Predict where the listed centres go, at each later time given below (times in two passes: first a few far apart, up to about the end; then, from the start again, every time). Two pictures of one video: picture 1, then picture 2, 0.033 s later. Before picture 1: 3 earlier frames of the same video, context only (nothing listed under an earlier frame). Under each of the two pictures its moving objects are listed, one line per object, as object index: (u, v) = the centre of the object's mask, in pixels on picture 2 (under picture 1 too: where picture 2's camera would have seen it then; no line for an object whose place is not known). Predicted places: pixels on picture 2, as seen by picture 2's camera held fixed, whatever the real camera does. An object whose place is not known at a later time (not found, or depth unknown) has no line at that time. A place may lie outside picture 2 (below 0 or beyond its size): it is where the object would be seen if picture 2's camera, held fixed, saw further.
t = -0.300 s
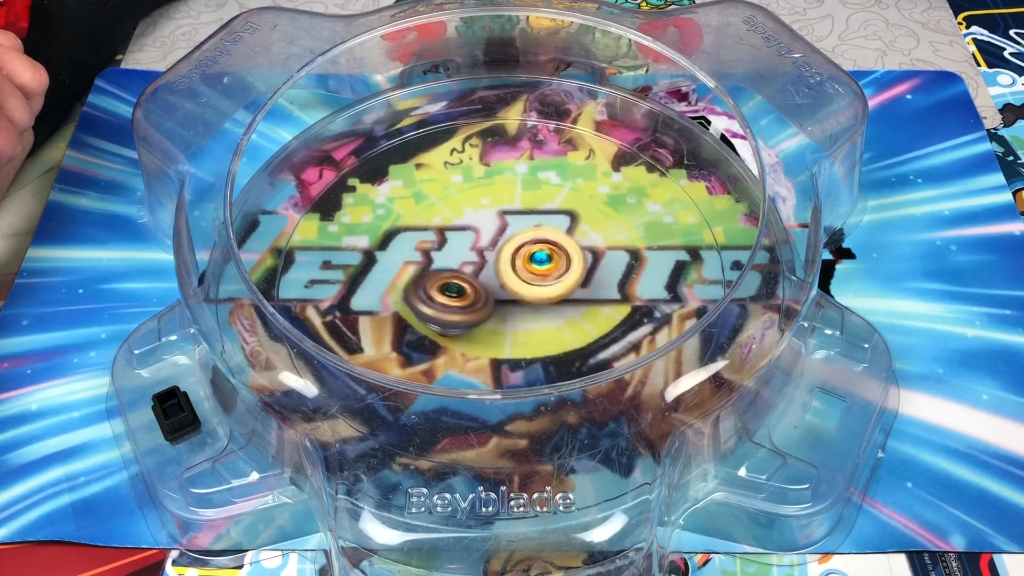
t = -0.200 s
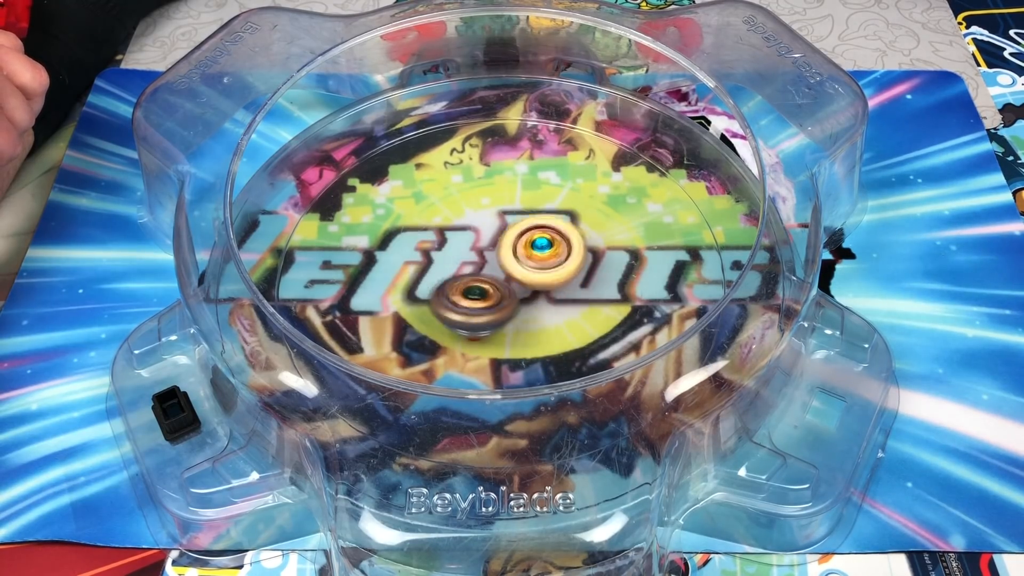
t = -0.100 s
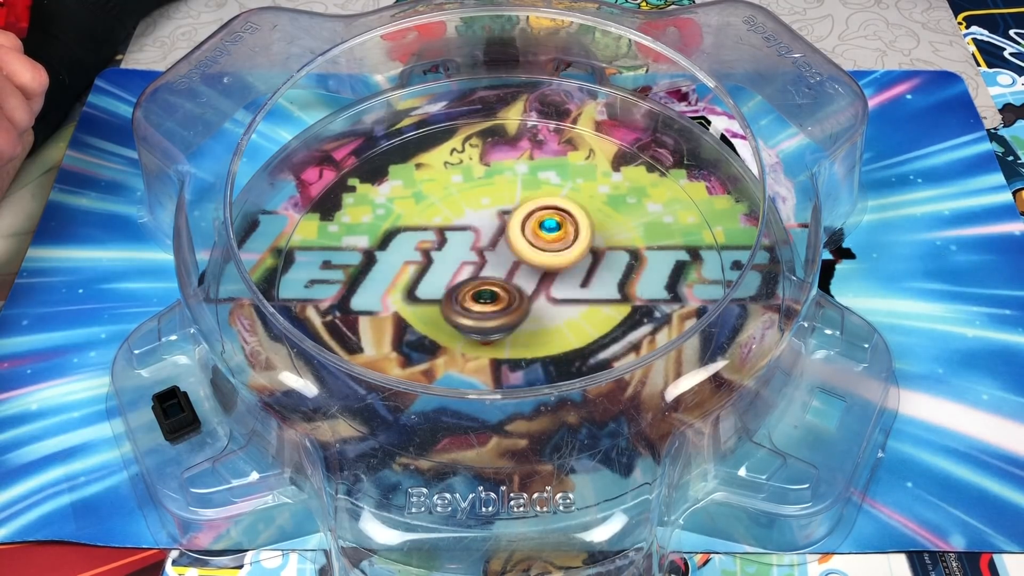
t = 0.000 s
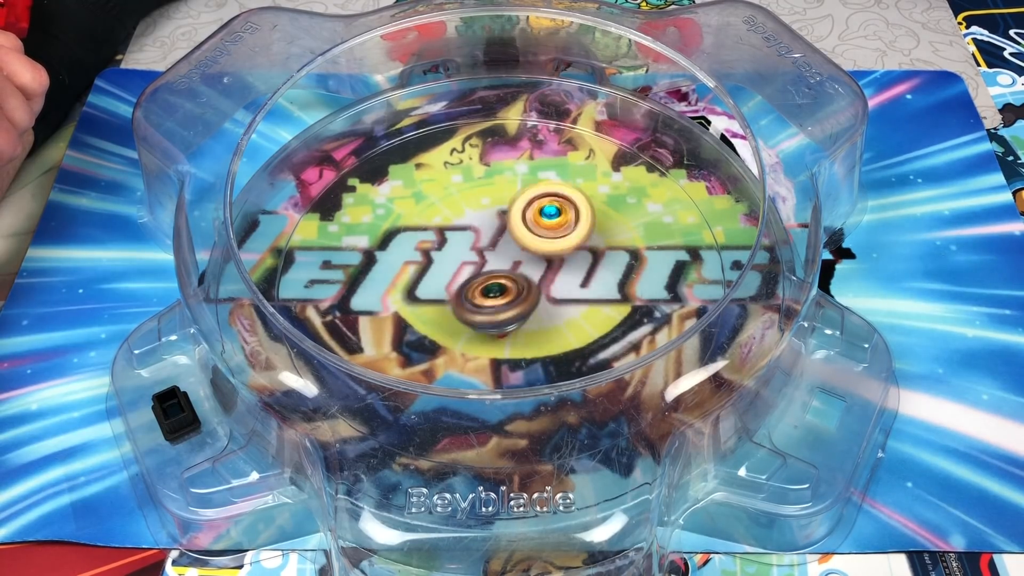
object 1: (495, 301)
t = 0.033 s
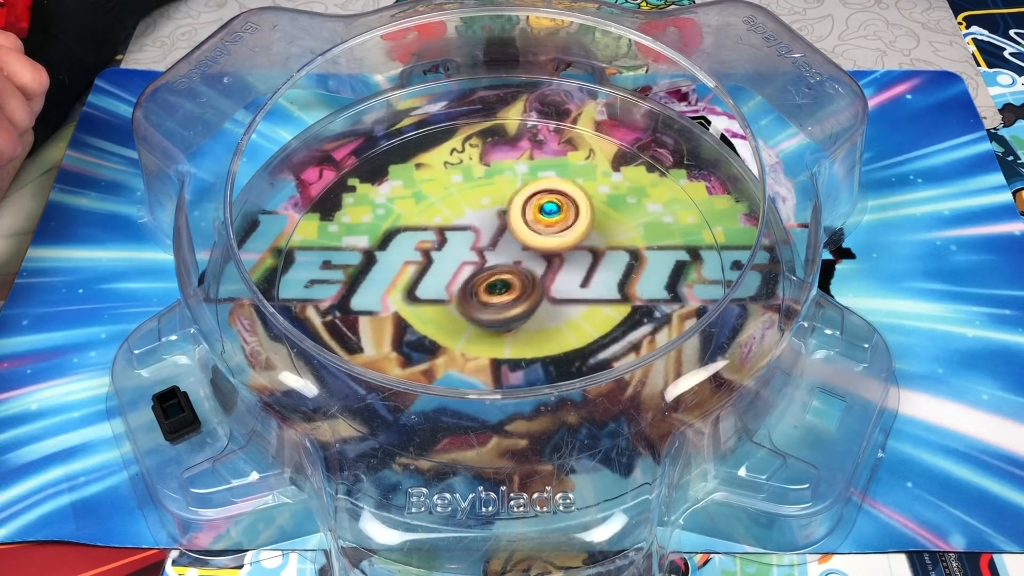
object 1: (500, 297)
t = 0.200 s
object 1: (514, 283)
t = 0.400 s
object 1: (509, 281)
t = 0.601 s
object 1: (490, 309)
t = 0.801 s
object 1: (476, 327)
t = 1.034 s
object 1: (479, 328)
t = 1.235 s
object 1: (482, 321)
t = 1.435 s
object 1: (480, 301)
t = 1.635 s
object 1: (475, 306)
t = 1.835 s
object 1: (474, 303)
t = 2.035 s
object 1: (465, 313)
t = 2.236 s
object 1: (459, 306)
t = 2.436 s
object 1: (441, 307)
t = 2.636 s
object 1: (432, 301)
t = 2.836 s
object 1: (435, 293)
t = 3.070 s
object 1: (437, 289)
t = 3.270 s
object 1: (441, 290)
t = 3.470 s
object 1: (440, 282)
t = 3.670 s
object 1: (437, 276)
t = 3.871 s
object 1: (429, 267)
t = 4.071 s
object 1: (433, 264)
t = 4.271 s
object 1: (435, 265)
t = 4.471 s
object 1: (443, 256)
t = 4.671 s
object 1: (458, 254)
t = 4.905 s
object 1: (449, 248)
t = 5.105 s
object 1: (457, 248)
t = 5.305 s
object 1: (450, 252)
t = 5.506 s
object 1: (458, 251)
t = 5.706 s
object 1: (459, 257)
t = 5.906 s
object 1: (458, 249)
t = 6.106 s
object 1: (463, 244)
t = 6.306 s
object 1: (455, 251)
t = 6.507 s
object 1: (454, 250)
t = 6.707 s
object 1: (465, 248)
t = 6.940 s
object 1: (453, 242)
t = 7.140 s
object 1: (455, 236)
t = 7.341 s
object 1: (490, 243)
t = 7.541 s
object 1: (501, 250)
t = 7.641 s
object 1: (504, 256)
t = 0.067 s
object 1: (504, 293)
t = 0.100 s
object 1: (508, 288)
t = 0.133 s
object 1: (514, 283)
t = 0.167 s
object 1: (515, 282)
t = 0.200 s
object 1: (514, 283)
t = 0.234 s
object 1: (514, 284)
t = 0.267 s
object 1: (513, 283)
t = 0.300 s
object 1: (513, 282)
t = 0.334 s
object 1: (511, 282)
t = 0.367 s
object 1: (511, 281)
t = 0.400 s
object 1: (509, 281)
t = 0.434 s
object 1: (508, 280)
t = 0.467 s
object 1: (507, 280)
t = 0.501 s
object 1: (505, 282)
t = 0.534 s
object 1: (504, 292)
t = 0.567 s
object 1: (497, 301)
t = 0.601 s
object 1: (490, 309)
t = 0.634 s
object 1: (482, 315)
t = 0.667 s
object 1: (478, 319)
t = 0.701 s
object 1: (475, 323)
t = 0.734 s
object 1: (475, 325)
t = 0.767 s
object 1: (475, 326)
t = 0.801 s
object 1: (476, 327)
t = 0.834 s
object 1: (478, 327)
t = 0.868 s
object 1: (478, 327)
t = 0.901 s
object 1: (478, 326)
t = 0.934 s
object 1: (477, 325)
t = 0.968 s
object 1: (478, 325)
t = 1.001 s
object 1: (478, 326)
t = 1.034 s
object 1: (479, 328)
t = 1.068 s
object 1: (482, 332)
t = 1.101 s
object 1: (484, 331)
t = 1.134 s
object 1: (485, 329)
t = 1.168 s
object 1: (483, 328)
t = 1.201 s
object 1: (482, 324)
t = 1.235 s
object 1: (482, 321)
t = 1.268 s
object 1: (480, 316)
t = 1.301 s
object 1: (479, 310)
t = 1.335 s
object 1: (478, 305)
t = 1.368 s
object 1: (478, 303)
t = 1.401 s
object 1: (479, 303)
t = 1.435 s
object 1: (480, 301)
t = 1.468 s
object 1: (479, 299)
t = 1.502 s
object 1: (477, 299)
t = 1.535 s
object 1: (476, 298)
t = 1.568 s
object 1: (476, 299)
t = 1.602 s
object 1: (476, 303)
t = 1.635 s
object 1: (475, 306)
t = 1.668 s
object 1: (476, 307)
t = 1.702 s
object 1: (477, 307)
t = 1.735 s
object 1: (477, 305)
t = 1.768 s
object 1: (477, 304)
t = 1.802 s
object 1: (476, 303)
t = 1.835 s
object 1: (474, 303)
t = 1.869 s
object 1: (473, 303)
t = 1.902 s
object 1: (470, 306)
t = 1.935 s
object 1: (463, 312)
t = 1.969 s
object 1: (461, 315)
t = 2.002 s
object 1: (463, 315)
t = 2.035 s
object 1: (465, 313)
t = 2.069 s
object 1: (464, 310)
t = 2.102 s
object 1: (464, 308)
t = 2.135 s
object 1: (462, 307)
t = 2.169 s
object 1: (461, 307)
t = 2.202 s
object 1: (460, 307)
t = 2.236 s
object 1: (459, 306)
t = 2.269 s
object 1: (460, 306)
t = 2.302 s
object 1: (460, 305)
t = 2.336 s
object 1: (459, 305)
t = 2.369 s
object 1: (454, 307)
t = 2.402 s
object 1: (446, 307)
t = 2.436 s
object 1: (441, 307)
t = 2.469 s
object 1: (437, 306)
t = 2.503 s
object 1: (437, 306)
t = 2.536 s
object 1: (437, 305)
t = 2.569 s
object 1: (438, 303)
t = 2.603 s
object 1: (437, 301)
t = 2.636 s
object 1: (432, 301)
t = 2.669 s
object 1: (430, 299)
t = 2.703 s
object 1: (431, 299)
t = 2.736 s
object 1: (431, 299)
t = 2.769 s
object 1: (432, 297)
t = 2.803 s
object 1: (434, 295)
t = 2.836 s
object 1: (435, 293)
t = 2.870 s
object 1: (437, 292)
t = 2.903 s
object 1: (438, 292)
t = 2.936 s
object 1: (439, 292)
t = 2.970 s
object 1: (438, 290)
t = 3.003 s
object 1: (438, 289)
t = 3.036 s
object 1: (436, 289)
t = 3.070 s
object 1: (437, 289)
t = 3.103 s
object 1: (437, 289)
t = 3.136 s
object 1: (439, 288)
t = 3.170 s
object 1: (441, 286)
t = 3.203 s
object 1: (440, 285)
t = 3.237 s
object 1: (437, 288)
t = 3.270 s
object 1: (441, 290)
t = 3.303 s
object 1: (445, 289)
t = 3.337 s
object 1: (447, 286)
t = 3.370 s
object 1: (445, 284)
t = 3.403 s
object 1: (442, 283)
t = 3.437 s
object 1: (441, 282)
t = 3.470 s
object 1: (440, 282)
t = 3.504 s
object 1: (440, 282)
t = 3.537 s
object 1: (440, 282)
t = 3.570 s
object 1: (440, 280)
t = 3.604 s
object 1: (440, 280)
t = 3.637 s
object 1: (440, 278)
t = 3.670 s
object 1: (437, 276)
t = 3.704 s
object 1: (434, 273)
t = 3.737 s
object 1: (430, 269)
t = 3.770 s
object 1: (428, 269)
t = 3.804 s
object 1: (427, 268)
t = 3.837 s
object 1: (428, 267)
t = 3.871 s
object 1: (429, 267)
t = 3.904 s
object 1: (433, 266)
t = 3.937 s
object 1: (436, 265)
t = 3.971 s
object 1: (437, 263)
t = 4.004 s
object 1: (439, 263)
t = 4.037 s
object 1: (436, 262)
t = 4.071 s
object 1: (433, 264)
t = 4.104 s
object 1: (432, 265)
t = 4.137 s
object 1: (434, 266)
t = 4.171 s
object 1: (437, 265)
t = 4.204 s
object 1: (437, 264)
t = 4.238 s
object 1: (436, 264)
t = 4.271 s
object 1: (435, 265)
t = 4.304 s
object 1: (438, 265)
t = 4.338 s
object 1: (441, 265)
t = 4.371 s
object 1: (445, 263)
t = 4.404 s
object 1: (448, 260)
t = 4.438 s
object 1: (448, 257)
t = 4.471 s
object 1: (443, 256)
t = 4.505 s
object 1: (440, 257)
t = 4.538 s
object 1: (441, 259)
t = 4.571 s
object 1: (444, 260)
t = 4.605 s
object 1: (450, 259)
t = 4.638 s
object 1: (456, 256)
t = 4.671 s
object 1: (458, 254)
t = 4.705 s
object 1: (458, 253)
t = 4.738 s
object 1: (456, 252)
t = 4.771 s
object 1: (454, 252)
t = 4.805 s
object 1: (454, 252)
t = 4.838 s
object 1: (454, 252)
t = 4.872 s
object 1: (449, 251)
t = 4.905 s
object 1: (449, 248)
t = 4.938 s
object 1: (450, 245)
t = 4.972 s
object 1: (449, 244)
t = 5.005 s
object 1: (449, 245)
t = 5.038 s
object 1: (450, 248)
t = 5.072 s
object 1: (454, 249)
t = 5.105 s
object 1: (457, 248)
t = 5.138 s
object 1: (458, 249)
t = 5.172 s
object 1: (456, 247)
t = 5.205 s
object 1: (451, 245)
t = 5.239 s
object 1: (448, 247)
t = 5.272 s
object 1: (447, 250)
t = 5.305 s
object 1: (450, 252)
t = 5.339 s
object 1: (455, 253)
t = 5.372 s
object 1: (462, 252)
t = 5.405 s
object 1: (463, 251)
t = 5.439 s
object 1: (460, 249)
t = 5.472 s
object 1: (458, 249)
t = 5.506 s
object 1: (458, 251)
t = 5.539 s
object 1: (460, 253)
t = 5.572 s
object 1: (459, 253)
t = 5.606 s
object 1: (458, 254)
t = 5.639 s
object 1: (459, 257)
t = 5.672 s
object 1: (460, 258)
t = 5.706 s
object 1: (459, 257)
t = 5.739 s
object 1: (460, 256)
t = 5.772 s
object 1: (458, 254)
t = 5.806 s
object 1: (458, 254)
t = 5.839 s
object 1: (458, 252)
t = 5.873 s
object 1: (458, 251)
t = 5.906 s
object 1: (458, 249)
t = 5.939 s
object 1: (458, 247)
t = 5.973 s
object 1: (456, 247)
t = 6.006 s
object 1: (456, 245)
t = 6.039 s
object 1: (457, 243)
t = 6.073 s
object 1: (459, 244)
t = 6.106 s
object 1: (463, 244)
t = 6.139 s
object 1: (464, 244)
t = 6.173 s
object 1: (462, 246)
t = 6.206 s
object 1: (458, 244)
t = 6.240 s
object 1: (455, 246)
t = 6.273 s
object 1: (455, 250)
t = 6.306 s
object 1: (455, 251)
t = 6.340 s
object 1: (452, 251)
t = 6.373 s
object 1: (451, 251)
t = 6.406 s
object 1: (449, 249)
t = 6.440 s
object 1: (449, 248)
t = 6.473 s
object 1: (451, 249)
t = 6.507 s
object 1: (454, 250)
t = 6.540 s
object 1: (455, 251)
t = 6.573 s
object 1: (458, 252)
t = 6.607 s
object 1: (459, 252)
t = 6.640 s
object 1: (459, 250)
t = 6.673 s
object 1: (461, 249)
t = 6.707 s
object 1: (465, 248)
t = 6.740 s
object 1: (468, 247)
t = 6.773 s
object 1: (469, 247)
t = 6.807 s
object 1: (472, 249)
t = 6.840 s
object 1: (470, 247)
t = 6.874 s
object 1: (465, 245)
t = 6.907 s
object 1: (459, 246)
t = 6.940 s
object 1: (453, 242)
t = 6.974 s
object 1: (450, 234)
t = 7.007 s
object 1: (448, 229)
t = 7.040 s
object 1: (445, 229)
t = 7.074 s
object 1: (446, 230)
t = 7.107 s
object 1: (451, 232)
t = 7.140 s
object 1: (455, 236)
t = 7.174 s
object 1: (459, 240)
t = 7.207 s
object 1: (465, 234)
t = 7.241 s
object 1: (471, 238)
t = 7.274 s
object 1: (478, 237)
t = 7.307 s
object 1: (486, 244)
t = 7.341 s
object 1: (490, 243)
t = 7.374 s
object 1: (494, 242)
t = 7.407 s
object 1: (494, 243)
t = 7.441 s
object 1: (494, 245)
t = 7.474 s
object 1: (497, 247)
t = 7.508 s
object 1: (499, 249)
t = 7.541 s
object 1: (501, 250)
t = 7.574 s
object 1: (503, 252)
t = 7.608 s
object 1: (504, 253)
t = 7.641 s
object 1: (504, 256)
